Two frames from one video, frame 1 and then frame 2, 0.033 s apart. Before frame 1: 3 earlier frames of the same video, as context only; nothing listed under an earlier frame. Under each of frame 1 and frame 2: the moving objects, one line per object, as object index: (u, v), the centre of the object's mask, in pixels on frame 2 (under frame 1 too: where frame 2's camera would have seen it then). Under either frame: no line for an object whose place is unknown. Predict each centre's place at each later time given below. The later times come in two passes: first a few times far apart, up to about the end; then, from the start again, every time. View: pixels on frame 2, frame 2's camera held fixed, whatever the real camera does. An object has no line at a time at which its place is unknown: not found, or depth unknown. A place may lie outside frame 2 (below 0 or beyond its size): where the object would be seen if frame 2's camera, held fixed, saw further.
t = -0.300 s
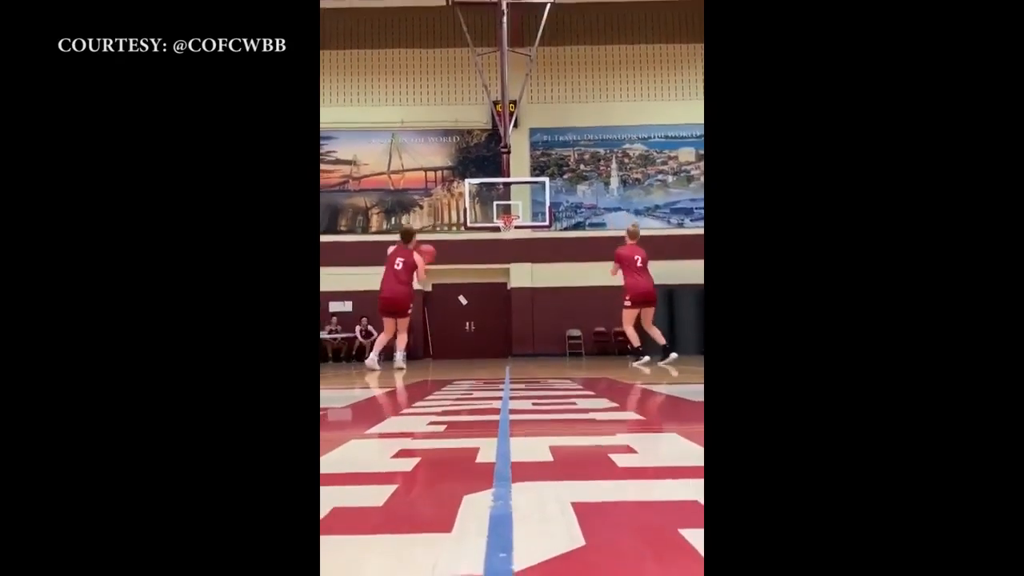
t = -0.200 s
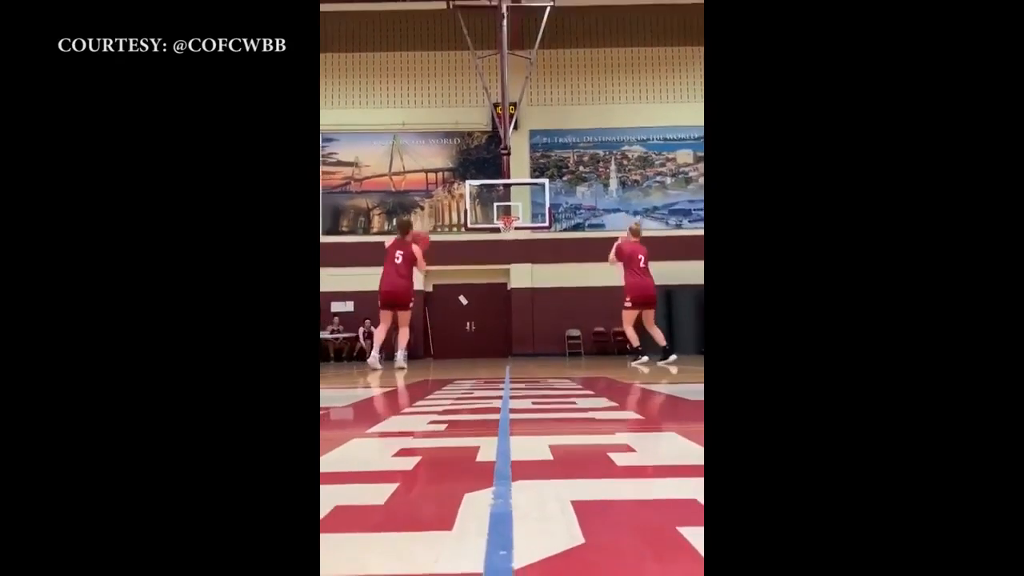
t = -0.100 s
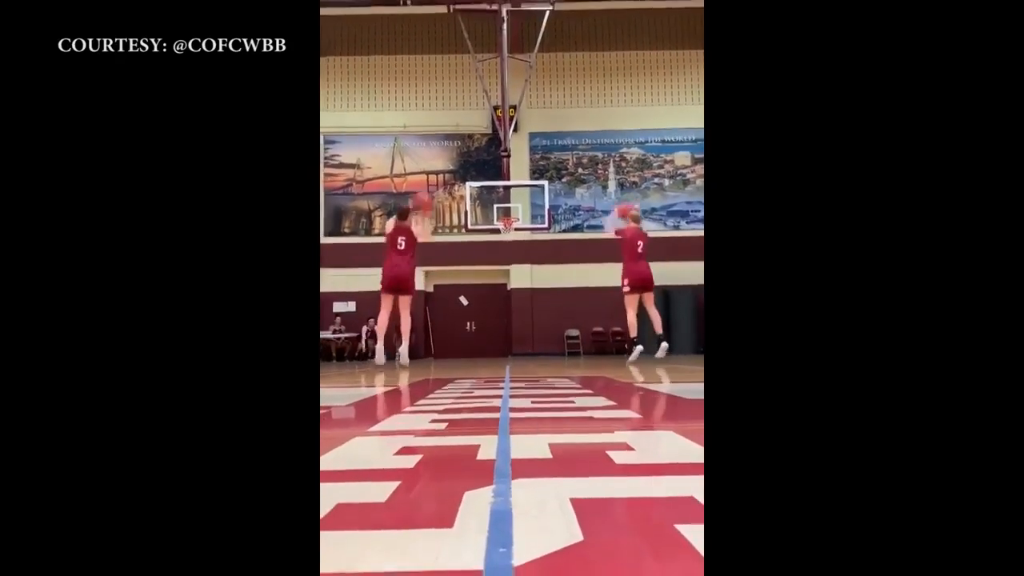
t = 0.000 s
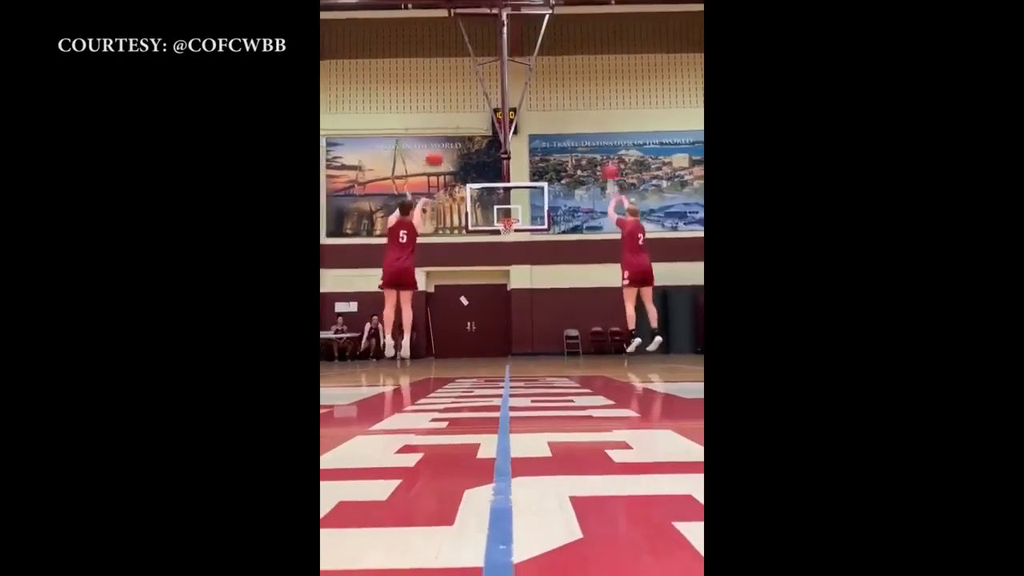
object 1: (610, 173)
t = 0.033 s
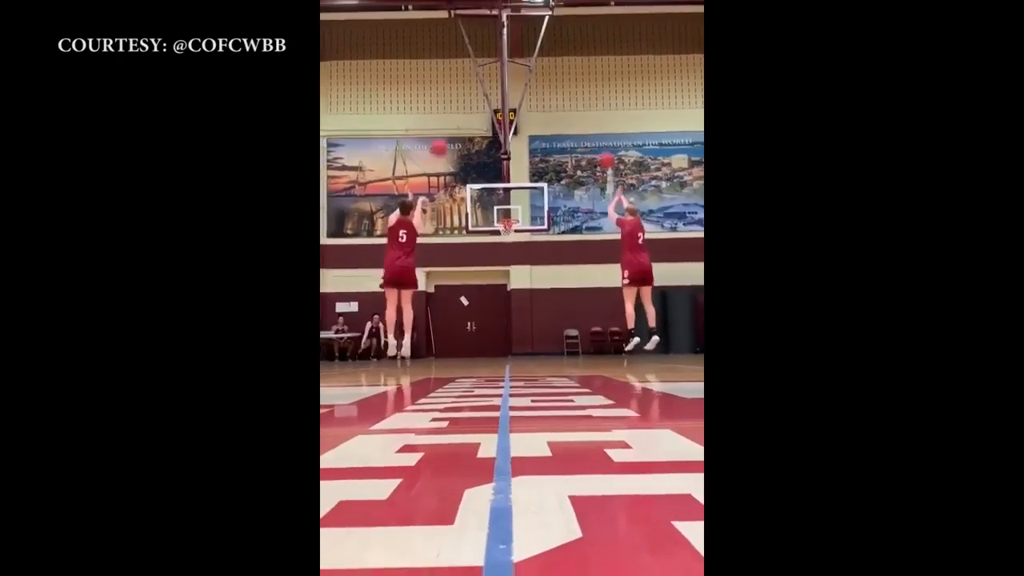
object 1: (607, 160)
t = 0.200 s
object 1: (581, 121)
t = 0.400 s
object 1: (559, 103)
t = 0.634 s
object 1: (539, 111)
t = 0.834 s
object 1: (527, 136)
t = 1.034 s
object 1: (515, 174)
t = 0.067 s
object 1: (601, 150)
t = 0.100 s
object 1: (595, 142)
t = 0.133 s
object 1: (591, 134)
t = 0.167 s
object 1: (586, 127)
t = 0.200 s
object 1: (581, 121)
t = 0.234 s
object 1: (577, 115)
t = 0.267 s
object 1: (573, 112)
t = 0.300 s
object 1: (569, 108)
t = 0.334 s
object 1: (565, 106)
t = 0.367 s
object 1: (562, 105)
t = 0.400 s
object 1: (559, 103)
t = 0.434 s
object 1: (556, 103)
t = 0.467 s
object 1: (553, 103)
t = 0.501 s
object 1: (549, 104)
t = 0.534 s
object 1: (547, 104)
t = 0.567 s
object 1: (544, 106)
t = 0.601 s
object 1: (542, 108)
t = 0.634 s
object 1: (539, 111)
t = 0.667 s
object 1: (537, 114)
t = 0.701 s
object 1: (534, 118)
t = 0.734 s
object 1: (532, 122)
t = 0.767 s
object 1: (530, 126)
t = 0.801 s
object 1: (528, 131)
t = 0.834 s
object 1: (527, 136)
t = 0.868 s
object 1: (524, 142)
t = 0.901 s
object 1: (522, 148)
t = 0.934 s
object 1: (520, 154)
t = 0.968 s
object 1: (519, 160)
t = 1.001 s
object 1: (517, 167)
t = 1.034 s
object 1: (515, 174)
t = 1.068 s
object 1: (513, 181)
